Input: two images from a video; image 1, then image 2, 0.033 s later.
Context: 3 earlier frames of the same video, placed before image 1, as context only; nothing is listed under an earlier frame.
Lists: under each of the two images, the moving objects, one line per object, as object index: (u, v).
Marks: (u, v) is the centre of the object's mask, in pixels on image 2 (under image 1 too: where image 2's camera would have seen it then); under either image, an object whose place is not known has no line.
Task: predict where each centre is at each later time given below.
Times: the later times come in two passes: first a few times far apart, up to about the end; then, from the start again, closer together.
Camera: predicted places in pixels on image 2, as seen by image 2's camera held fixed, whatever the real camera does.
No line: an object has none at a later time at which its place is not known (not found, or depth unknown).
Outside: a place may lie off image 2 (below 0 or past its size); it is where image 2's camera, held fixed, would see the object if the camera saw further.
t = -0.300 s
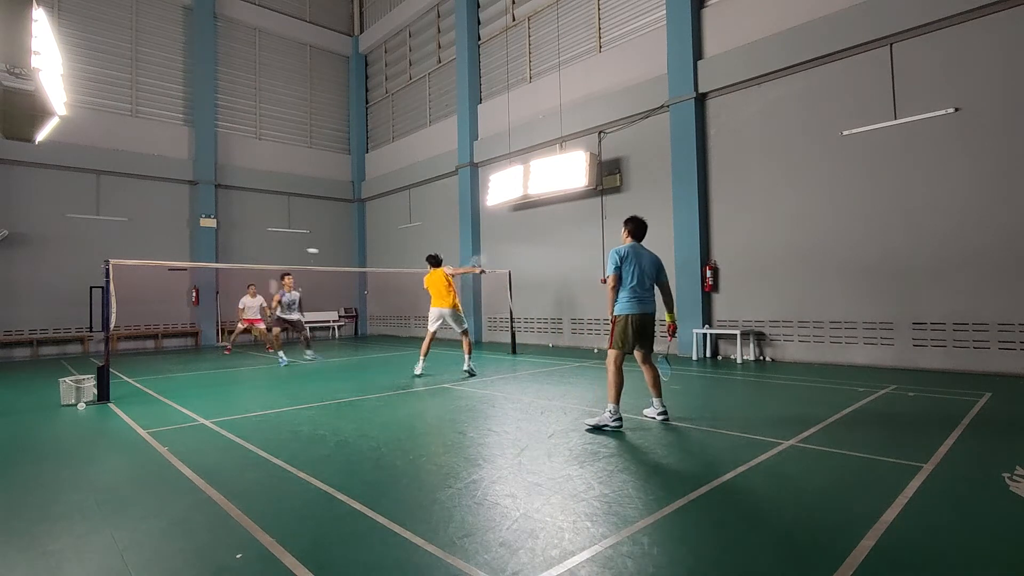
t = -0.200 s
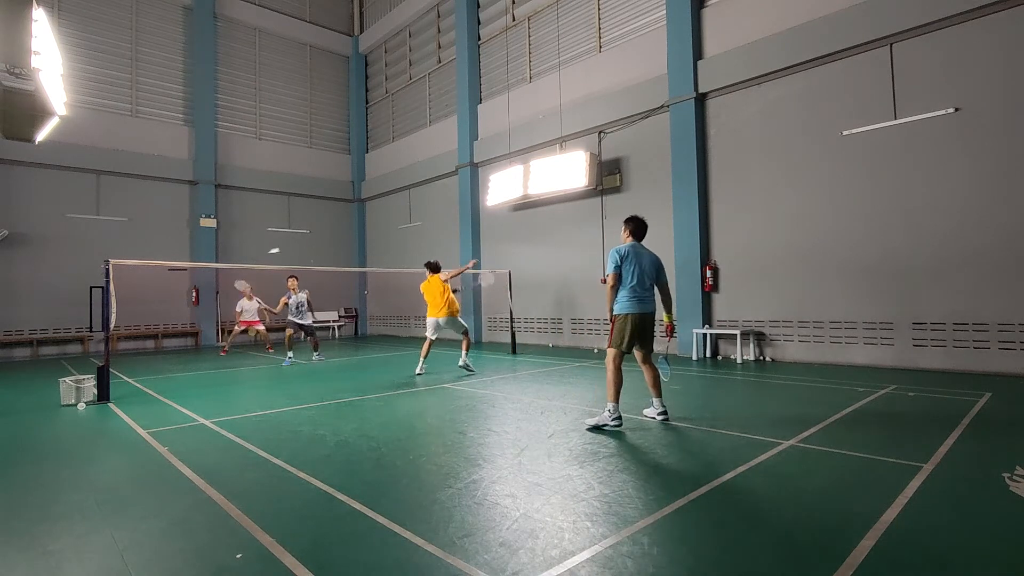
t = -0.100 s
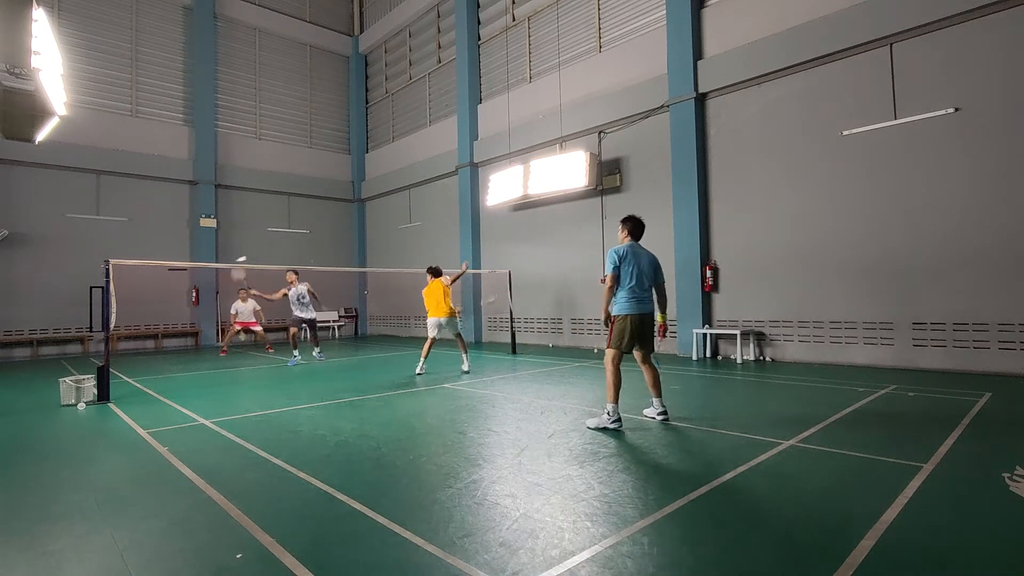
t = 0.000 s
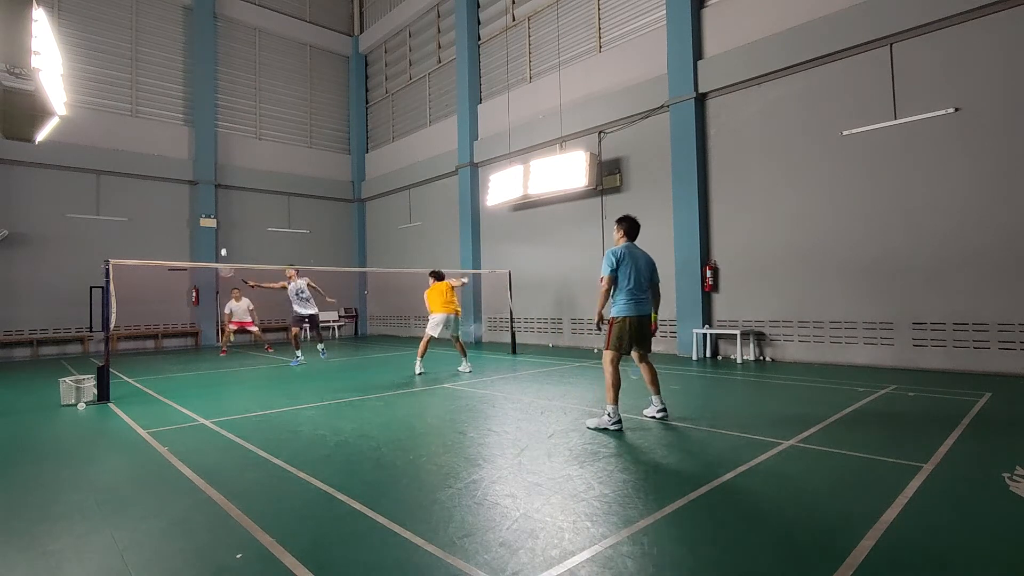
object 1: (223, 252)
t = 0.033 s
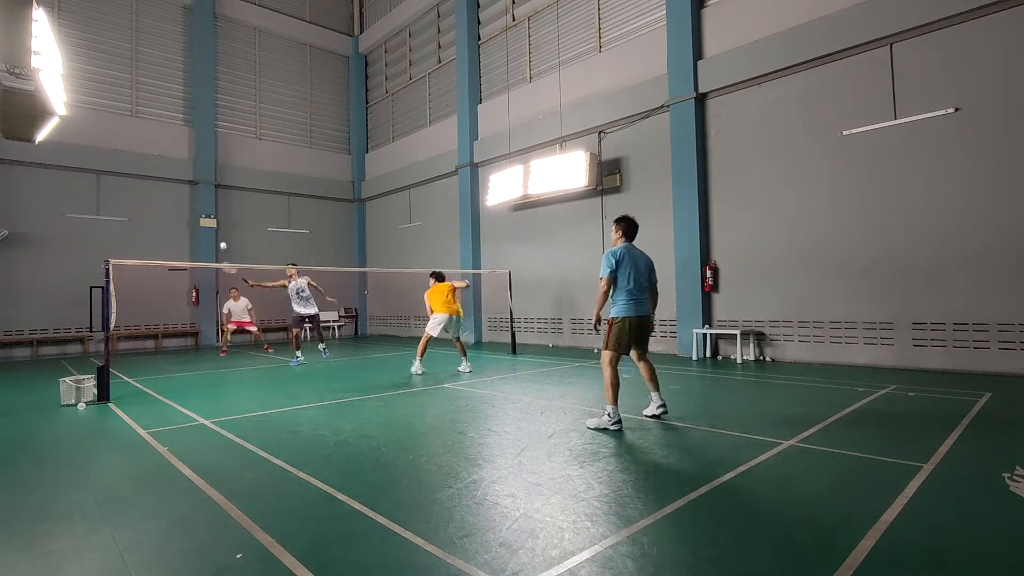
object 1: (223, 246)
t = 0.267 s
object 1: (213, 228)
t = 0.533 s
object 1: (197, 275)
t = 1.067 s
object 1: (162, 446)
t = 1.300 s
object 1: (144, 497)
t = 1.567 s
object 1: (153, 491)
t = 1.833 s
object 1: (154, 493)
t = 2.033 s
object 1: (154, 493)
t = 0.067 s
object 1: (221, 241)
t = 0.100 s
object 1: (220, 237)
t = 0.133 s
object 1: (218, 233)
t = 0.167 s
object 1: (217, 230)
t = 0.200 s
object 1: (216, 229)
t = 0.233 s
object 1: (214, 228)
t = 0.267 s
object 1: (213, 228)
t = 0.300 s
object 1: (211, 230)
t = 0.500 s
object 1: (199, 264)
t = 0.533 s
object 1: (197, 275)
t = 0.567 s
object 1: (194, 288)
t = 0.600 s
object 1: (192, 302)
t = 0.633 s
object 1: (189, 319)
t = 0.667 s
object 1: (186, 339)
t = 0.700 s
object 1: (183, 359)
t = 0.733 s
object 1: (180, 383)
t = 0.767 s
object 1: (175, 409)
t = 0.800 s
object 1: (171, 436)
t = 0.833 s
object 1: (167, 469)
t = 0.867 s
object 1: (163, 475)
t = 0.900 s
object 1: (158, 468)
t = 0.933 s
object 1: (157, 464)
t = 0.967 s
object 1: (159, 458)
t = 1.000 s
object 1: (160, 454)
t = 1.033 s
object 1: (161, 451)
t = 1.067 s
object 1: (162, 446)
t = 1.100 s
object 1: (160, 444)
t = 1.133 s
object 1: (157, 446)
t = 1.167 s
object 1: (154, 451)
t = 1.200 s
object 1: (150, 459)
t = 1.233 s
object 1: (147, 469)
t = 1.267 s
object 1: (145, 482)
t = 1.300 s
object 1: (144, 497)
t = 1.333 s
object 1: (146, 492)
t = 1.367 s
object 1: (147, 487)
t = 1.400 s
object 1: (148, 485)
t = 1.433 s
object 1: (149, 484)
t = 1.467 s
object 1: (151, 485)
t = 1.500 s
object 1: (153, 491)
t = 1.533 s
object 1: (153, 492)
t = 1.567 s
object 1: (153, 491)
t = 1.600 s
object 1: (154, 493)
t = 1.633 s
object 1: (154, 493)
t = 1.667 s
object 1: (154, 494)
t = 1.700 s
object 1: (154, 494)
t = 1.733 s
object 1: (154, 494)
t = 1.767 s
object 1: (154, 493)
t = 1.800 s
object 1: (154, 493)
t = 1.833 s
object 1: (154, 493)
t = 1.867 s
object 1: (154, 493)
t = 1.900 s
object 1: (154, 493)
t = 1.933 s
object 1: (154, 493)
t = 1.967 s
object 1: (154, 493)
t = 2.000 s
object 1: (154, 493)
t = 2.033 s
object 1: (154, 493)
